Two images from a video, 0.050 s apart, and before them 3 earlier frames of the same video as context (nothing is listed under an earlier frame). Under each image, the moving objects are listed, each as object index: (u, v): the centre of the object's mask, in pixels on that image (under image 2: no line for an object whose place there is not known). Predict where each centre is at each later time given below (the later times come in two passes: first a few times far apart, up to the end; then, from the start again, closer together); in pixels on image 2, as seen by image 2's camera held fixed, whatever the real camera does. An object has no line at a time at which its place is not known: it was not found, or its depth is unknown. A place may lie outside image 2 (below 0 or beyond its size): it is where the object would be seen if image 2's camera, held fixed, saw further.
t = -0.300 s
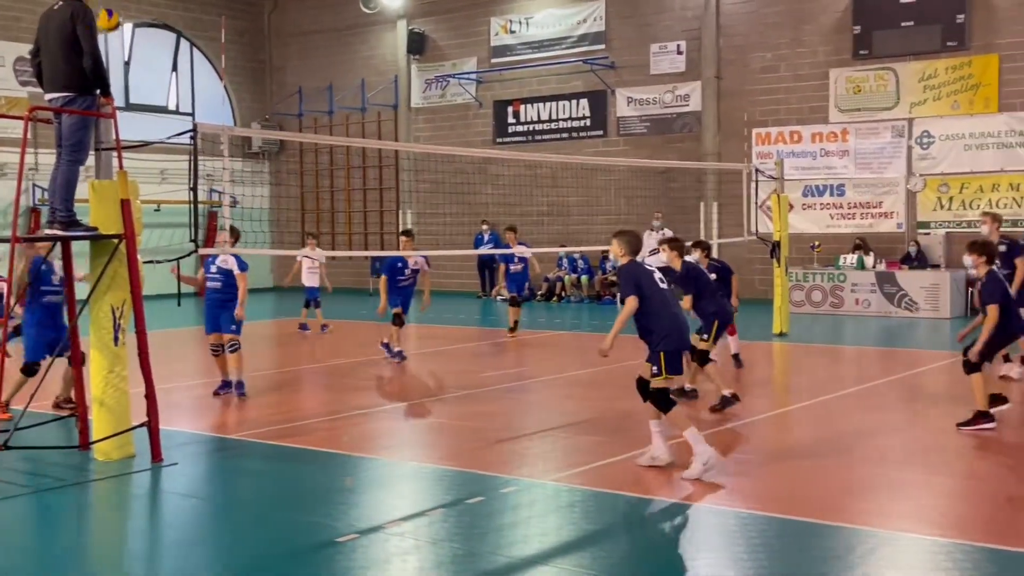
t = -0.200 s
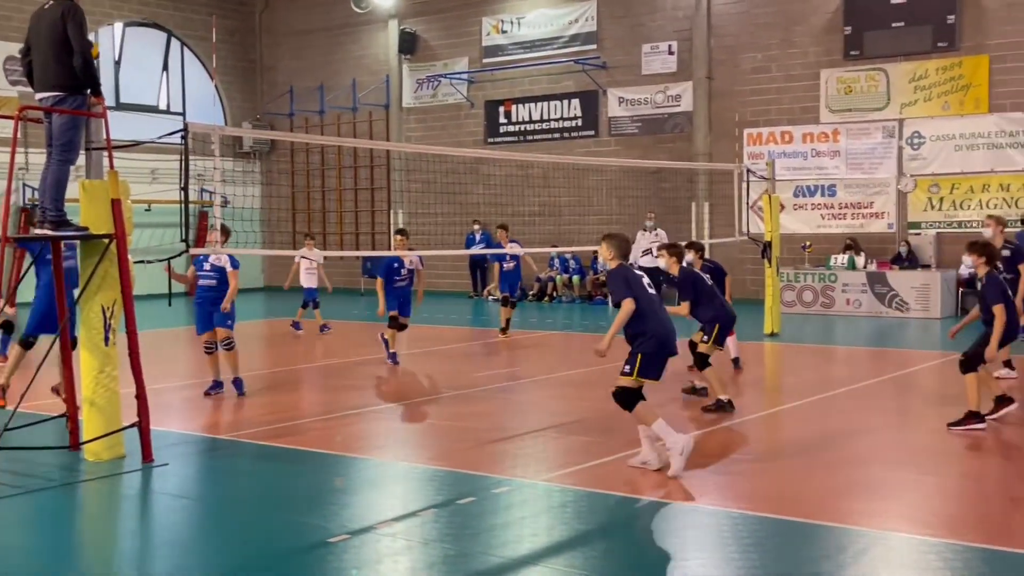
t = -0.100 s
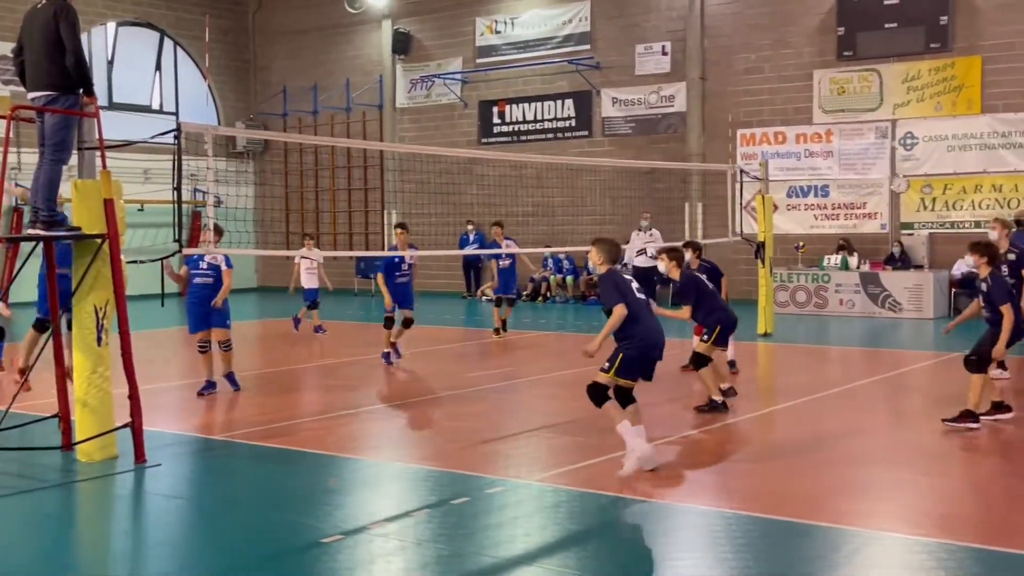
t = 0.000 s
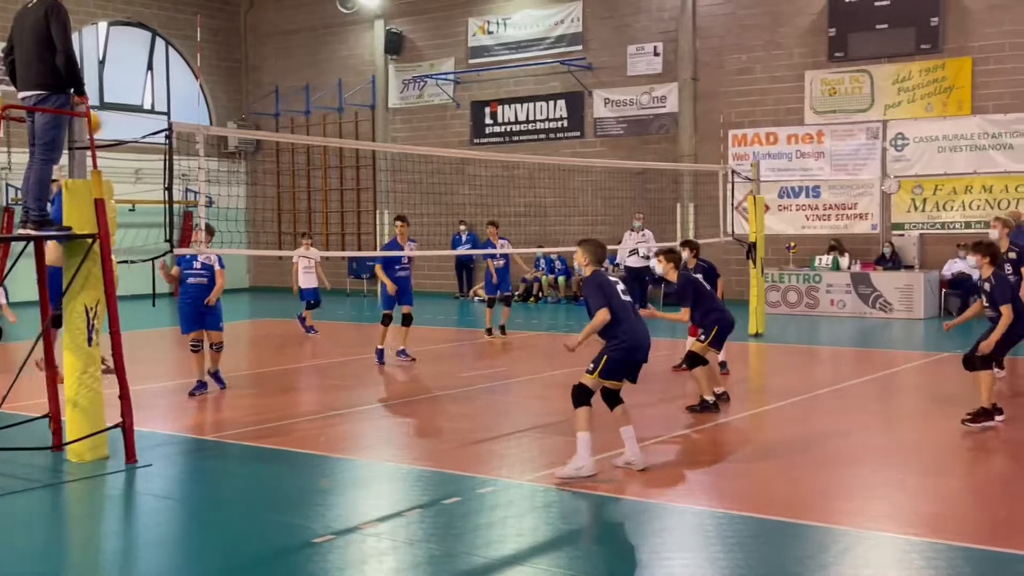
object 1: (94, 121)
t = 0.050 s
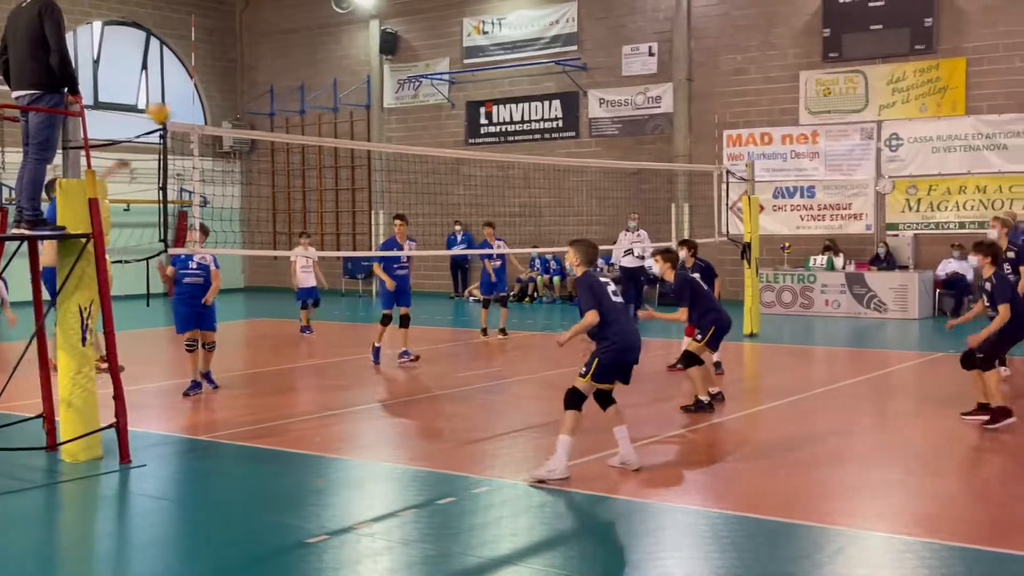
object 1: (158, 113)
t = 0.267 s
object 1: (468, 107)
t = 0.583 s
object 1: (890, 182)
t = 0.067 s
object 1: (184, 112)
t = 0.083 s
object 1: (211, 109)
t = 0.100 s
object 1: (233, 108)
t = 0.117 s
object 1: (258, 107)
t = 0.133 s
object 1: (280, 105)
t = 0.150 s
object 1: (306, 104)
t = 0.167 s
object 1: (328, 103)
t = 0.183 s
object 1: (353, 102)
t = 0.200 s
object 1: (376, 103)
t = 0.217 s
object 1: (402, 104)
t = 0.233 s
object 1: (424, 104)
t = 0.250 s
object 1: (446, 105)
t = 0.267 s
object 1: (468, 107)
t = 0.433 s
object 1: (693, 134)
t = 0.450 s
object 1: (716, 139)
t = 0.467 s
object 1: (737, 143)
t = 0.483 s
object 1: (759, 148)
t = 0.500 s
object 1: (783, 152)
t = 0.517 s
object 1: (804, 158)
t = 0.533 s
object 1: (826, 163)
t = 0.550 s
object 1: (849, 169)
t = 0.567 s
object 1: (870, 176)
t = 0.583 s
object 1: (890, 182)
